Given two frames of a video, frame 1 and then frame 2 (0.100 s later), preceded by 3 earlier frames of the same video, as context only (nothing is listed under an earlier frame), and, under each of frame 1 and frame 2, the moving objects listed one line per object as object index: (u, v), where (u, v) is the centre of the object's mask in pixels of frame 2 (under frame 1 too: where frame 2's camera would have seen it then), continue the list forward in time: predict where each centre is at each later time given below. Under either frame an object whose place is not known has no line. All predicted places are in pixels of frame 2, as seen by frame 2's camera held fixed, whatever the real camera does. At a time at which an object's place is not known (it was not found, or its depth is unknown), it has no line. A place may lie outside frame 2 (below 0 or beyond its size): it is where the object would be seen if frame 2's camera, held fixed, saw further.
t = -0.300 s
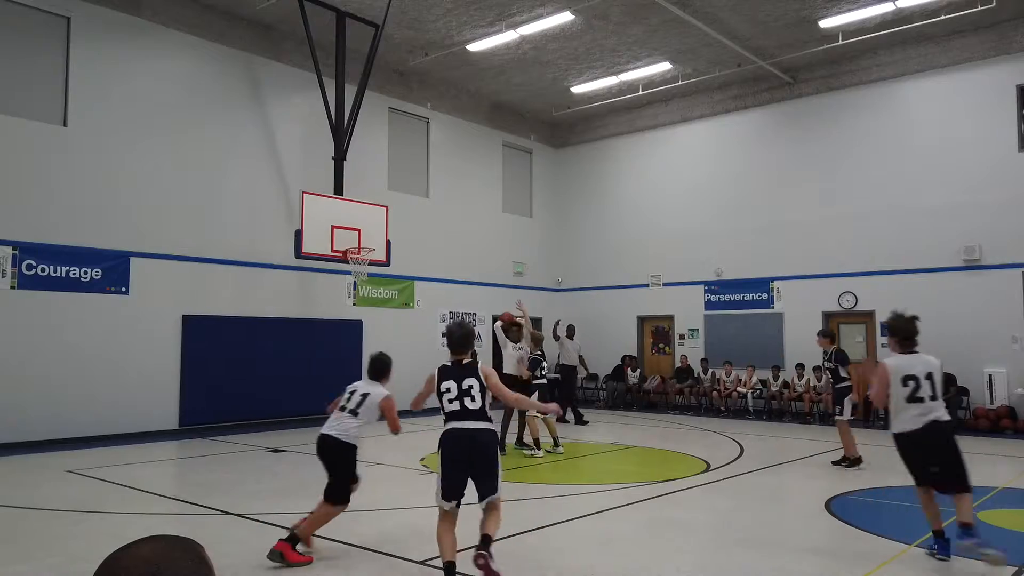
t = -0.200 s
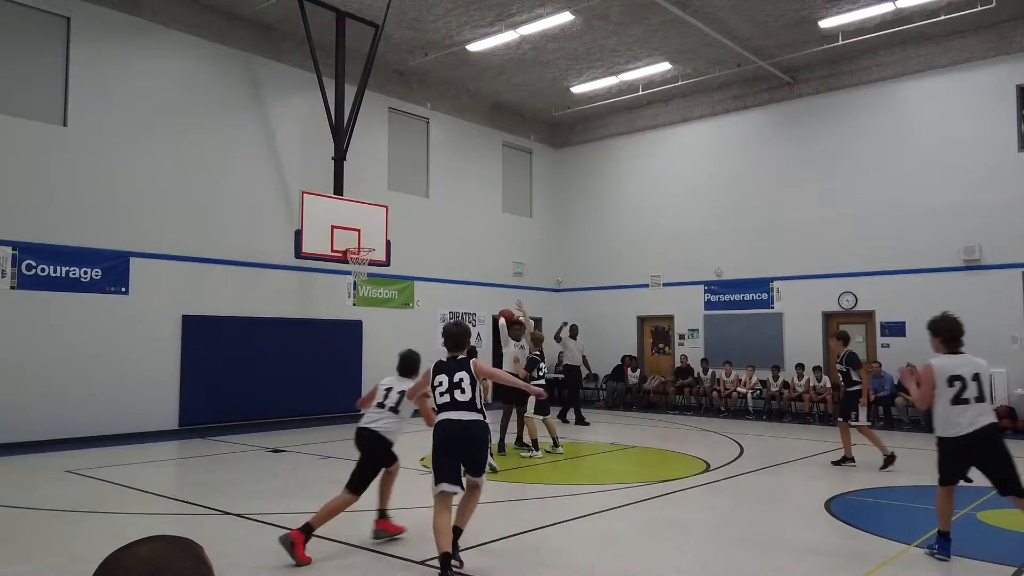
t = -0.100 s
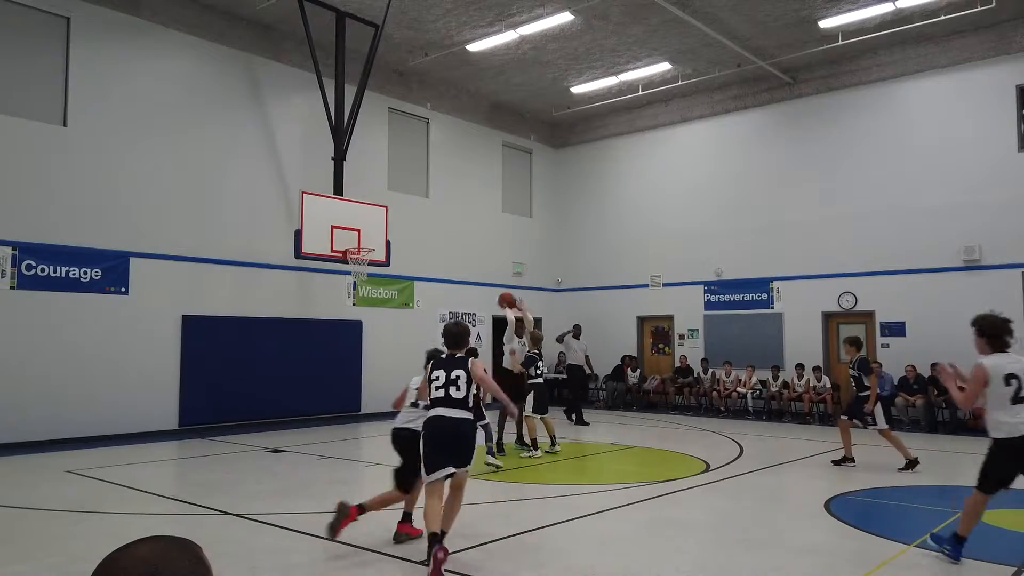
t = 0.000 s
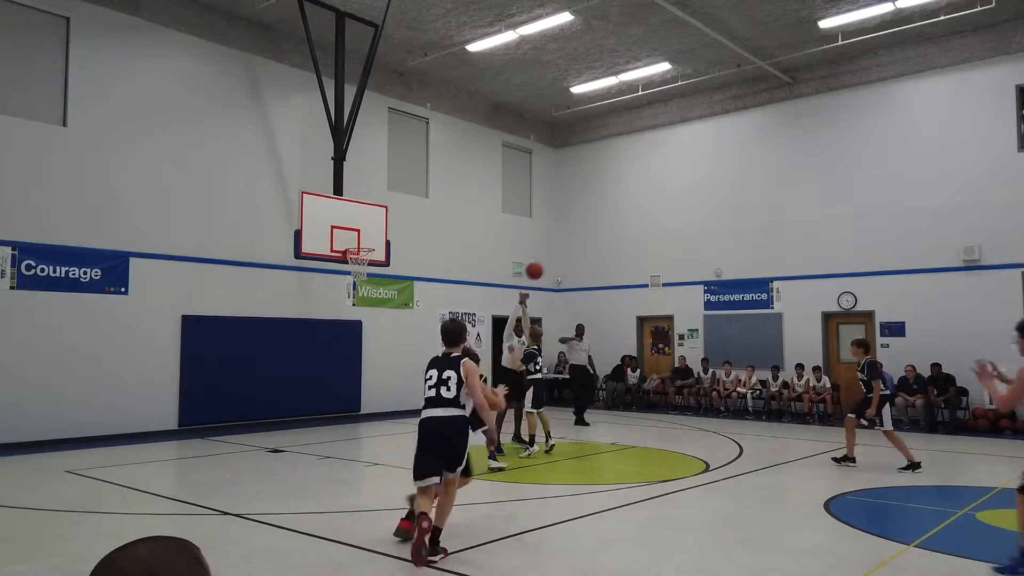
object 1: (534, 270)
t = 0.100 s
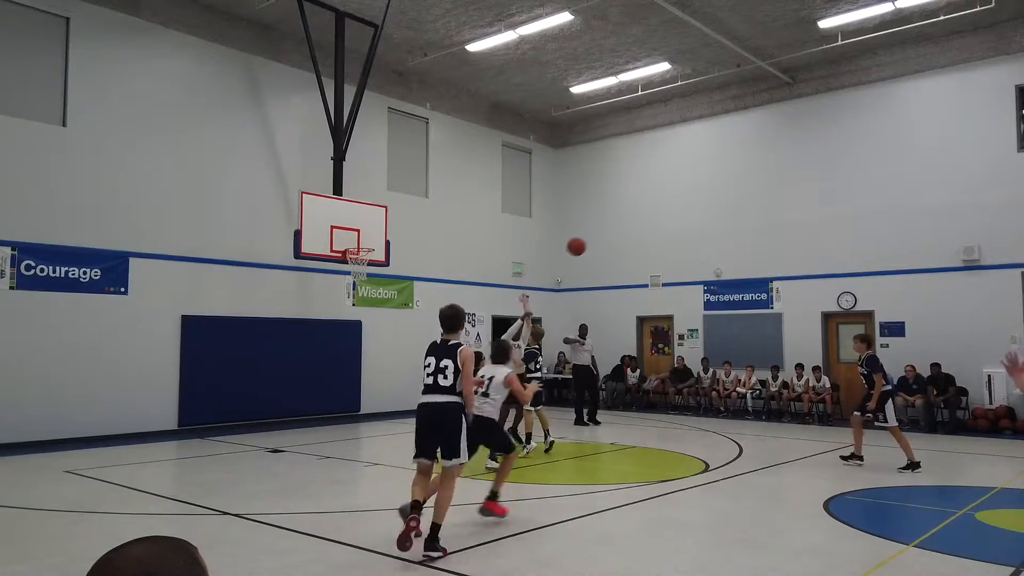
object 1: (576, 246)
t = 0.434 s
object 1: (760, 208)
